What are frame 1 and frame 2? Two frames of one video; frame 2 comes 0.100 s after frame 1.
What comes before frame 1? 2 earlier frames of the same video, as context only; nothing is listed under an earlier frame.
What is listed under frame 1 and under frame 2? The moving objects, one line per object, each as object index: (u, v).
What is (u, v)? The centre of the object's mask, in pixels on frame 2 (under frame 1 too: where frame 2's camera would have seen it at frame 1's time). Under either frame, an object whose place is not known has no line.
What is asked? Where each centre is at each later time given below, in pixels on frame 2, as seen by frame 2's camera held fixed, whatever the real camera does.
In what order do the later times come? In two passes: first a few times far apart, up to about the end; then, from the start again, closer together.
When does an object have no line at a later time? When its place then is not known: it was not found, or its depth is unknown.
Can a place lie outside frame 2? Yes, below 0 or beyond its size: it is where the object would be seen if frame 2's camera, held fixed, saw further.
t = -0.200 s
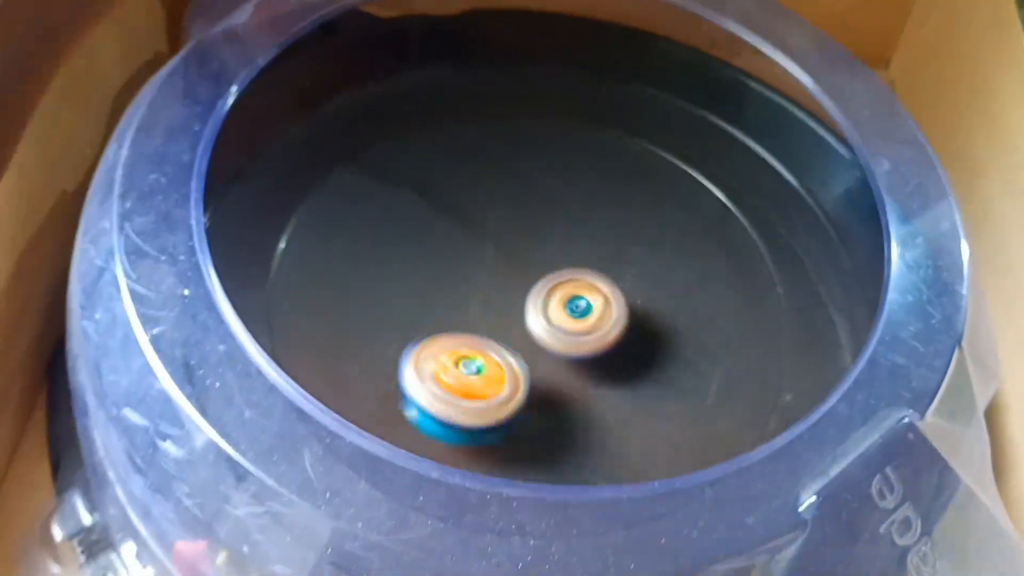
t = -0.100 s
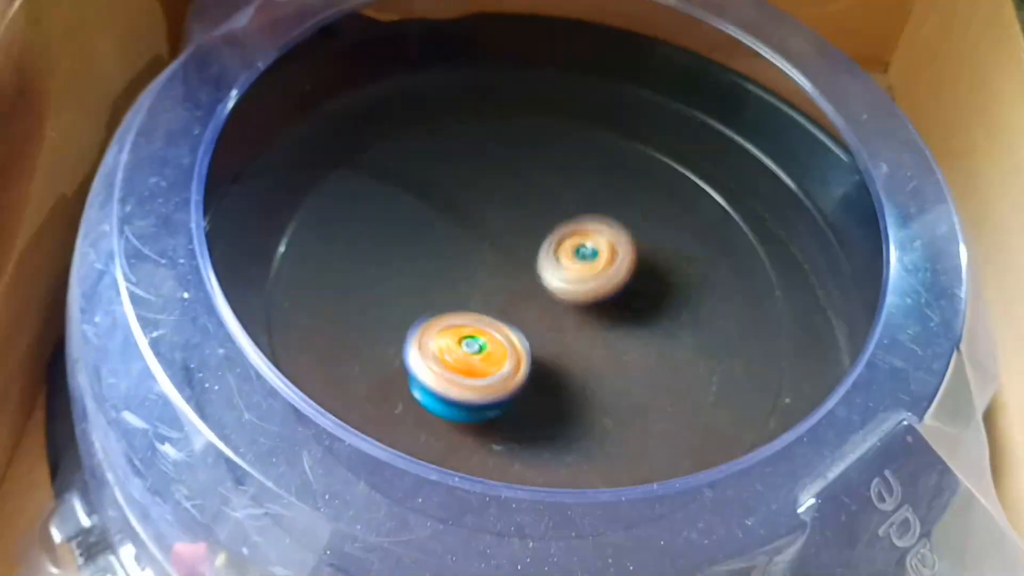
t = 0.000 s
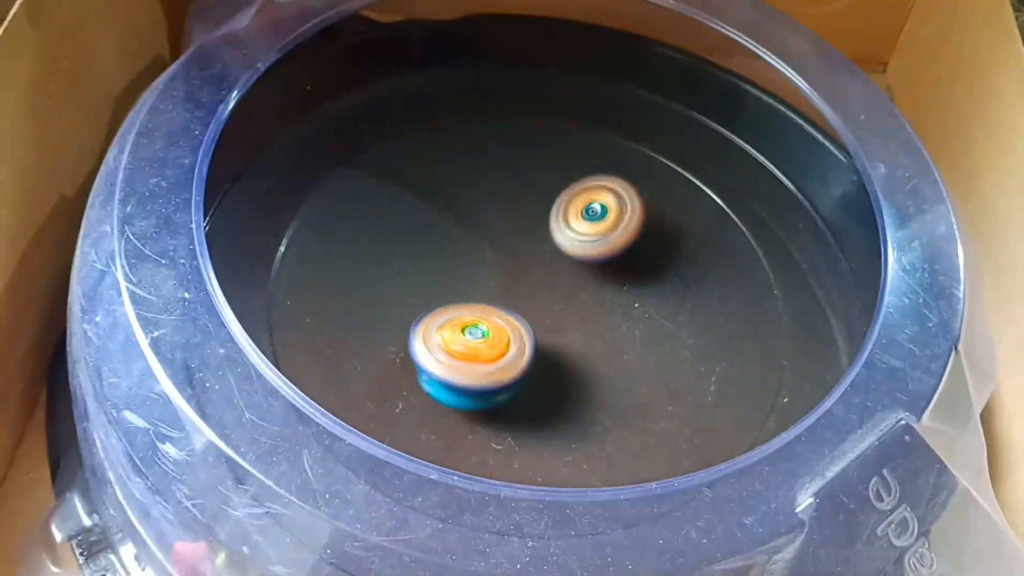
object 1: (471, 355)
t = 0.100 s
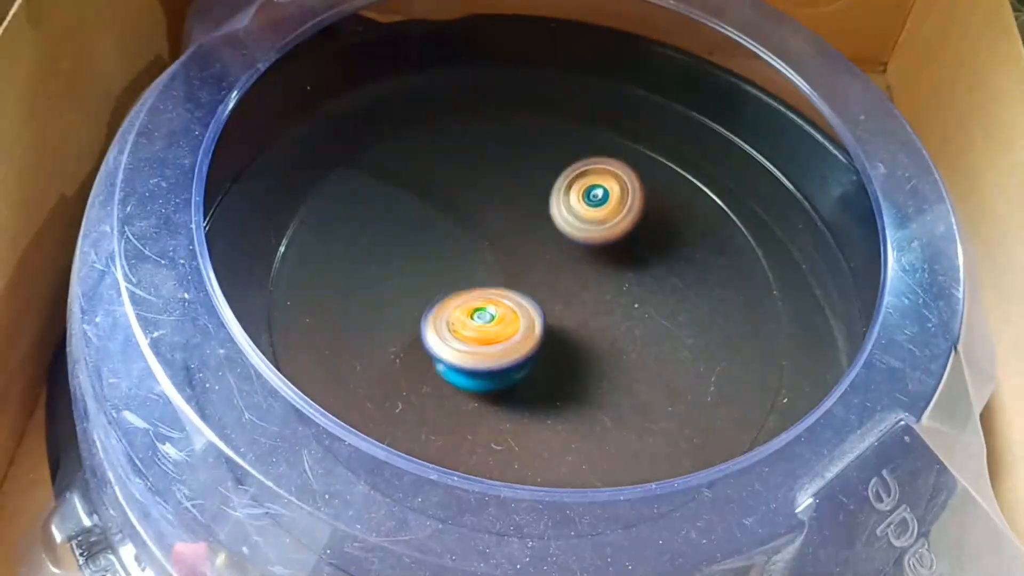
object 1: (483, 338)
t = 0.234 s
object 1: (514, 304)
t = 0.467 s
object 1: (614, 297)
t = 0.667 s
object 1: (609, 300)
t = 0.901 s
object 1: (555, 293)
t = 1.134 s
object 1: (514, 271)
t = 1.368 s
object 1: (505, 274)
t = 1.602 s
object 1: (501, 291)
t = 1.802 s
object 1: (516, 302)
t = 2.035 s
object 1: (547, 310)
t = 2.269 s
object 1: (556, 305)
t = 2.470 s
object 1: (550, 297)
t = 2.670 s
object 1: (529, 288)
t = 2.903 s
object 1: (514, 289)
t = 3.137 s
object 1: (519, 296)
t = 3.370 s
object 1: (538, 311)
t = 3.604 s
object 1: (548, 311)
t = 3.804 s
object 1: (545, 303)
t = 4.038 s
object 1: (532, 287)
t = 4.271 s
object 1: (523, 285)
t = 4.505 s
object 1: (523, 297)
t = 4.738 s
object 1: (535, 302)
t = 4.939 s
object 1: (528, 308)
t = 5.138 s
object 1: (538, 310)
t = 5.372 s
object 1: (566, 313)
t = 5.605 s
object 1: (578, 295)
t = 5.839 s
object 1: (563, 295)
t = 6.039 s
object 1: (553, 309)
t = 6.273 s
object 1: (549, 304)
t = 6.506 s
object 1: (549, 304)
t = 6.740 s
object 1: (549, 304)
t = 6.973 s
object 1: (549, 303)
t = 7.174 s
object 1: (549, 304)
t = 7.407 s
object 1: (549, 304)
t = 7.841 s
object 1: (548, 303)
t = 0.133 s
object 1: (489, 330)
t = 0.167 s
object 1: (495, 322)
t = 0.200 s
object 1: (503, 314)
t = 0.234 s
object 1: (514, 304)
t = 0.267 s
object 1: (526, 293)
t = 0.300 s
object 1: (539, 284)
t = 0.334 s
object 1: (555, 281)
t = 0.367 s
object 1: (571, 281)
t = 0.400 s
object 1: (589, 288)
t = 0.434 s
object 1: (605, 293)
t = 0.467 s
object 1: (614, 297)
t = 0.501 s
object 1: (618, 297)
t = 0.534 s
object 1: (620, 298)
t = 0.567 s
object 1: (620, 298)
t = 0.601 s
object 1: (618, 298)
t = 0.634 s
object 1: (614, 298)
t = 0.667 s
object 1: (609, 300)
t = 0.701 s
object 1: (602, 299)
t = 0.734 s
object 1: (594, 299)
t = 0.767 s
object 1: (587, 300)
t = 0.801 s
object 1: (579, 301)
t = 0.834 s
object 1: (571, 299)
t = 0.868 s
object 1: (563, 297)
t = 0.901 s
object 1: (555, 293)
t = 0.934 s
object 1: (551, 288)
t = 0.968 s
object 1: (545, 285)
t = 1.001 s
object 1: (538, 282)
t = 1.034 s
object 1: (532, 279)
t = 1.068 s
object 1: (524, 276)
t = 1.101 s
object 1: (520, 273)
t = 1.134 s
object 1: (514, 271)
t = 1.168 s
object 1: (510, 269)
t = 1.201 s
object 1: (507, 269)
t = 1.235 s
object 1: (506, 268)
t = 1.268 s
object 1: (504, 269)
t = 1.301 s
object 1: (504, 270)
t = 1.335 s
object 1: (504, 272)
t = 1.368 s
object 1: (505, 274)
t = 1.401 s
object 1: (506, 277)
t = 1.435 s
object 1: (506, 280)
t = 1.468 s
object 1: (508, 283)
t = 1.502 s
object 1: (510, 288)
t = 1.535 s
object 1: (511, 291)
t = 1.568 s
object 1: (504, 290)
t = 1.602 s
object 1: (501, 291)
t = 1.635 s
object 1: (503, 294)
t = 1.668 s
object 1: (508, 297)
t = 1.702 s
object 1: (510, 297)
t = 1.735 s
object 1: (511, 299)
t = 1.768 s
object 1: (514, 301)
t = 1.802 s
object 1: (516, 302)
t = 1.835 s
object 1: (521, 304)
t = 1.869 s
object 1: (524, 306)
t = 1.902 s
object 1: (529, 307)
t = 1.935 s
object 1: (534, 309)
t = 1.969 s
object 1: (539, 309)
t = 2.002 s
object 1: (542, 309)
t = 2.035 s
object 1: (547, 310)
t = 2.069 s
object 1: (550, 310)
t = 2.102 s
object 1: (552, 310)
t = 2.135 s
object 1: (554, 309)
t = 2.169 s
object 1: (555, 308)
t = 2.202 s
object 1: (557, 307)
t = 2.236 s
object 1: (556, 306)
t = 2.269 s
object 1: (556, 305)
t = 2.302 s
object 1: (557, 304)
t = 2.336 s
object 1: (555, 303)
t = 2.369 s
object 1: (555, 301)
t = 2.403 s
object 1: (554, 300)
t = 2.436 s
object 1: (551, 299)
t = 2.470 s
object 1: (550, 297)
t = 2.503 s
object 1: (547, 294)
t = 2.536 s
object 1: (545, 293)
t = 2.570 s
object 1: (541, 291)
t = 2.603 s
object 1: (537, 291)
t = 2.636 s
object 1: (534, 289)
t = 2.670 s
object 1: (529, 288)
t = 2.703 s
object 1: (525, 288)
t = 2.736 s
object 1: (522, 287)
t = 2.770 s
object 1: (519, 286)
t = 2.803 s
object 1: (517, 287)
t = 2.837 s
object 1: (515, 287)
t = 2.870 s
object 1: (514, 287)
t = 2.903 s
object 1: (514, 289)
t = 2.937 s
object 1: (514, 289)
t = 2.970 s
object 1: (514, 289)
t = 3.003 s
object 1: (515, 291)
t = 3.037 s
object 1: (515, 292)
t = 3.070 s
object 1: (516, 293)
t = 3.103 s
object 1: (517, 294)
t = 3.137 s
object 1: (519, 296)
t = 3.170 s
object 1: (520, 298)
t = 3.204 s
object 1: (523, 299)
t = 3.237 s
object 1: (527, 302)
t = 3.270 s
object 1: (529, 305)
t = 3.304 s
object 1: (532, 307)
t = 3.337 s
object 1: (536, 308)
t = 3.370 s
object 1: (538, 311)
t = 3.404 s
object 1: (541, 312)
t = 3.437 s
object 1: (544, 312)
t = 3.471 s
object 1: (546, 312)
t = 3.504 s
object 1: (547, 313)
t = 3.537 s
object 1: (548, 312)
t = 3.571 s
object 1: (548, 312)
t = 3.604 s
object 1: (548, 311)
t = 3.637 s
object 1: (548, 311)
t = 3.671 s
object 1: (547, 309)
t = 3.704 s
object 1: (547, 309)
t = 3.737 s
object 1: (546, 308)
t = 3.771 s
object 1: (546, 306)
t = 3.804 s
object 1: (545, 303)
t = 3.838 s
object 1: (544, 302)
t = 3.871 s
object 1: (543, 300)
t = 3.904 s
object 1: (541, 297)
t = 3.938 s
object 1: (539, 293)
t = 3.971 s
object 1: (538, 292)
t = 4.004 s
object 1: (535, 289)
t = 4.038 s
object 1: (532, 287)
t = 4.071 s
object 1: (529, 285)
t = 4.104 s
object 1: (528, 284)
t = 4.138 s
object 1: (526, 282)
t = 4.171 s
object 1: (524, 282)
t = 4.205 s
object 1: (523, 283)
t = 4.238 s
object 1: (523, 284)
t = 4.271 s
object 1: (523, 285)
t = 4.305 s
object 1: (523, 286)
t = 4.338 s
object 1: (523, 288)
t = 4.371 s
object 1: (522, 288)
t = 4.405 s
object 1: (523, 291)
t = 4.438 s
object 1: (524, 293)
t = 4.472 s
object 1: (525, 295)
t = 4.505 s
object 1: (523, 297)
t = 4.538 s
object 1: (524, 297)
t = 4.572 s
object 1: (527, 299)
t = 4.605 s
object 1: (530, 302)
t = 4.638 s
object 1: (531, 303)
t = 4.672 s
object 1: (531, 302)
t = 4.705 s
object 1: (534, 301)
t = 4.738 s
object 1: (535, 302)
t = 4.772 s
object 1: (533, 301)
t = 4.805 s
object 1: (532, 300)
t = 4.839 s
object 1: (531, 302)
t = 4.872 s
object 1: (528, 308)
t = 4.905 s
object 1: (528, 309)
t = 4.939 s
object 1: (528, 308)
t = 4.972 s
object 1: (529, 309)
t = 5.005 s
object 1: (531, 309)
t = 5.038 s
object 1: (532, 309)
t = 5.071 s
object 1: (532, 309)
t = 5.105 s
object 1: (534, 309)
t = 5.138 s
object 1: (538, 310)
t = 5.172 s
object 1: (542, 312)
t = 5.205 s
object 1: (545, 313)
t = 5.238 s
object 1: (549, 313)
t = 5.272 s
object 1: (551, 316)
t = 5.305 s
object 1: (559, 315)
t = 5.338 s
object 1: (563, 313)
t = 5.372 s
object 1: (566, 313)
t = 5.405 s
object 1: (569, 313)
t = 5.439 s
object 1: (571, 311)
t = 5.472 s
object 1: (574, 307)
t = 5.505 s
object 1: (575, 304)
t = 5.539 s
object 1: (577, 301)
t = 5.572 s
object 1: (578, 296)
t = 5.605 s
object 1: (578, 295)
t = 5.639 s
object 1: (577, 292)
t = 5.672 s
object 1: (575, 291)
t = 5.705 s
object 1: (574, 290)
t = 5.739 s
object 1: (572, 290)
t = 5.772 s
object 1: (570, 291)
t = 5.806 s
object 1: (566, 293)
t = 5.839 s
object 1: (563, 295)
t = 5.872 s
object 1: (561, 298)
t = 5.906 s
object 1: (558, 301)
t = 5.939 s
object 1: (555, 303)
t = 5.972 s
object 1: (554, 305)
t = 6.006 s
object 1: (553, 308)
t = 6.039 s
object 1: (553, 309)
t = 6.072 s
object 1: (554, 310)
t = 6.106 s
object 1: (553, 310)
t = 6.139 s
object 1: (553, 309)
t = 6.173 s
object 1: (552, 308)
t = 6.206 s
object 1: (551, 307)
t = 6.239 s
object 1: (550, 306)
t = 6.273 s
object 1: (549, 304)
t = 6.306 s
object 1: (549, 304)
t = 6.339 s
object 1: (549, 304)
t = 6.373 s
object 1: (549, 304)
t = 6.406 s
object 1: (549, 304)
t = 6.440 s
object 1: (549, 304)
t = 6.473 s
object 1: (549, 304)
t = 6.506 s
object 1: (549, 304)
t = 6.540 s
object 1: (549, 303)
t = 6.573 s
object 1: (549, 304)
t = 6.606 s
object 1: (549, 304)
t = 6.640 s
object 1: (549, 304)
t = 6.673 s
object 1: (549, 303)
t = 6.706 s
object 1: (549, 304)
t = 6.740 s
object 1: (549, 304)
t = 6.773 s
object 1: (549, 304)
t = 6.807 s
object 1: (549, 304)
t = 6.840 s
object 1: (549, 304)
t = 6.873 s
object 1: (549, 303)
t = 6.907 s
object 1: (549, 304)
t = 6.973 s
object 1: (549, 303)
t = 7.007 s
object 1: (549, 303)
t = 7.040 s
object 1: (549, 304)
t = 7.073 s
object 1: (549, 303)
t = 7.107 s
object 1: (549, 303)
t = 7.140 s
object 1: (549, 304)
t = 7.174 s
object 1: (549, 304)
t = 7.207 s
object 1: (549, 303)
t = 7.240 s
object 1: (549, 304)
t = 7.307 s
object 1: (549, 303)
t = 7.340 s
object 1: (549, 304)
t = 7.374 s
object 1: (549, 304)
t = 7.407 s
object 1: (549, 304)
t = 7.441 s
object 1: (549, 304)
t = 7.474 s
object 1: (549, 304)
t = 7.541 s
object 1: (549, 303)
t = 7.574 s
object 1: (549, 304)
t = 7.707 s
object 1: (549, 303)
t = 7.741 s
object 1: (548, 303)
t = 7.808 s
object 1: (549, 303)
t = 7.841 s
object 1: (548, 303)
